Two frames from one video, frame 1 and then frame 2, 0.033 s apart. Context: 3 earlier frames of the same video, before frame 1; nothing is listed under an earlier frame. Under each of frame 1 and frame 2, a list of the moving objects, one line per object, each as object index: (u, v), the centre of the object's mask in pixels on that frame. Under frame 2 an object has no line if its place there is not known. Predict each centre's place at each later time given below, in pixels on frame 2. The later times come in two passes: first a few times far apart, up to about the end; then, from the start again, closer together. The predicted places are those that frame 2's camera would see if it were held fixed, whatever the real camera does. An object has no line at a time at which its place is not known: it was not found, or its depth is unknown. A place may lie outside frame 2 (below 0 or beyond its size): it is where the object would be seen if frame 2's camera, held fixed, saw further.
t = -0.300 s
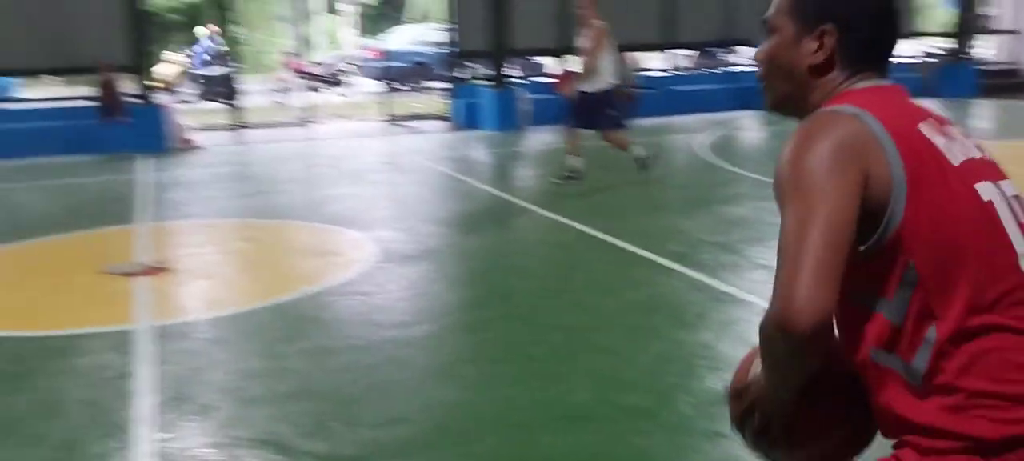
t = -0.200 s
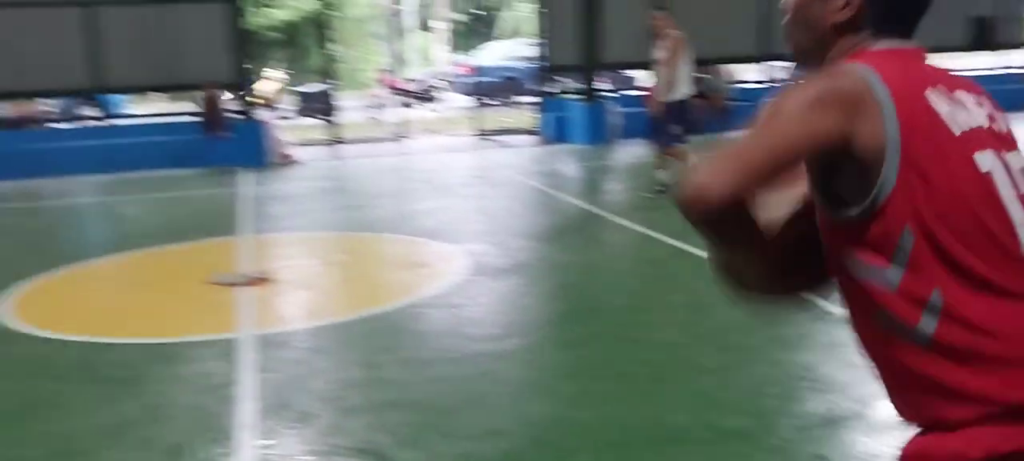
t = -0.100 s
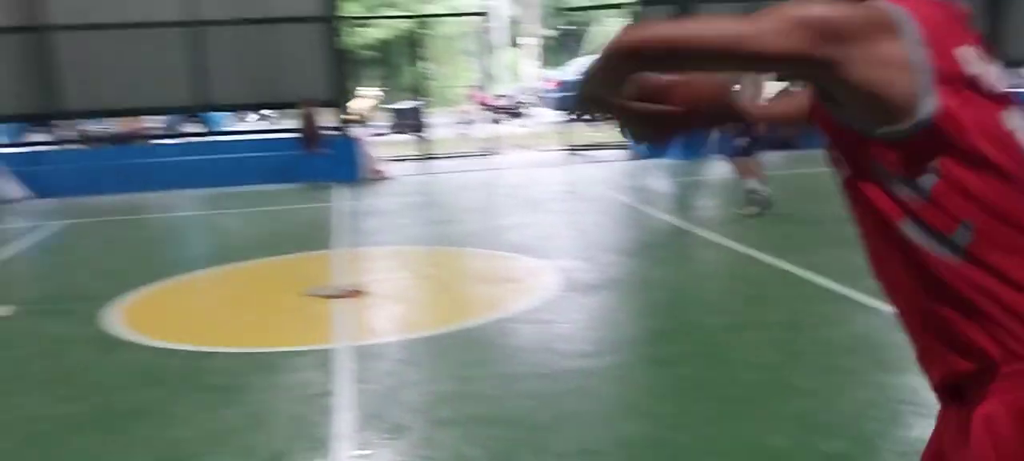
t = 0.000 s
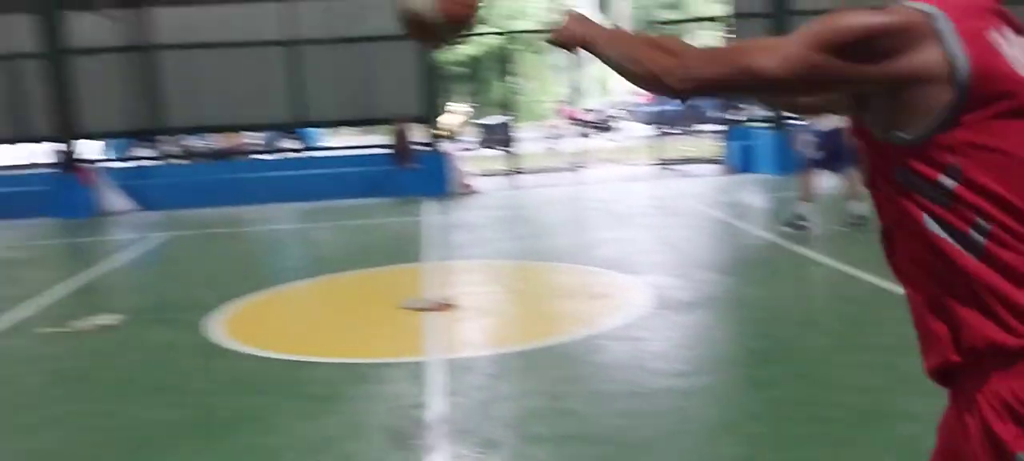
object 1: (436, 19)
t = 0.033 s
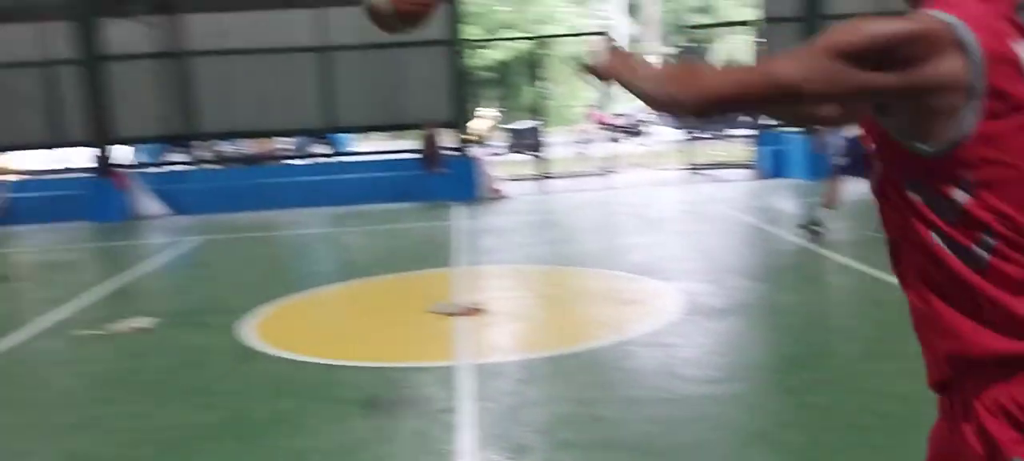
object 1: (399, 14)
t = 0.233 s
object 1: (172, -6)
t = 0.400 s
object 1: (87, 44)
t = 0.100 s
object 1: (299, 0)
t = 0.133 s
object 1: (260, -5)
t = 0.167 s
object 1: (226, -8)
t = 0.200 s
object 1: (197, -10)
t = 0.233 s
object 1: (172, -6)
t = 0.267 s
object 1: (150, 3)
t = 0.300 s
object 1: (132, 12)
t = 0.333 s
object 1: (115, 22)
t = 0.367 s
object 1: (100, 32)
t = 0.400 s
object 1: (87, 44)
